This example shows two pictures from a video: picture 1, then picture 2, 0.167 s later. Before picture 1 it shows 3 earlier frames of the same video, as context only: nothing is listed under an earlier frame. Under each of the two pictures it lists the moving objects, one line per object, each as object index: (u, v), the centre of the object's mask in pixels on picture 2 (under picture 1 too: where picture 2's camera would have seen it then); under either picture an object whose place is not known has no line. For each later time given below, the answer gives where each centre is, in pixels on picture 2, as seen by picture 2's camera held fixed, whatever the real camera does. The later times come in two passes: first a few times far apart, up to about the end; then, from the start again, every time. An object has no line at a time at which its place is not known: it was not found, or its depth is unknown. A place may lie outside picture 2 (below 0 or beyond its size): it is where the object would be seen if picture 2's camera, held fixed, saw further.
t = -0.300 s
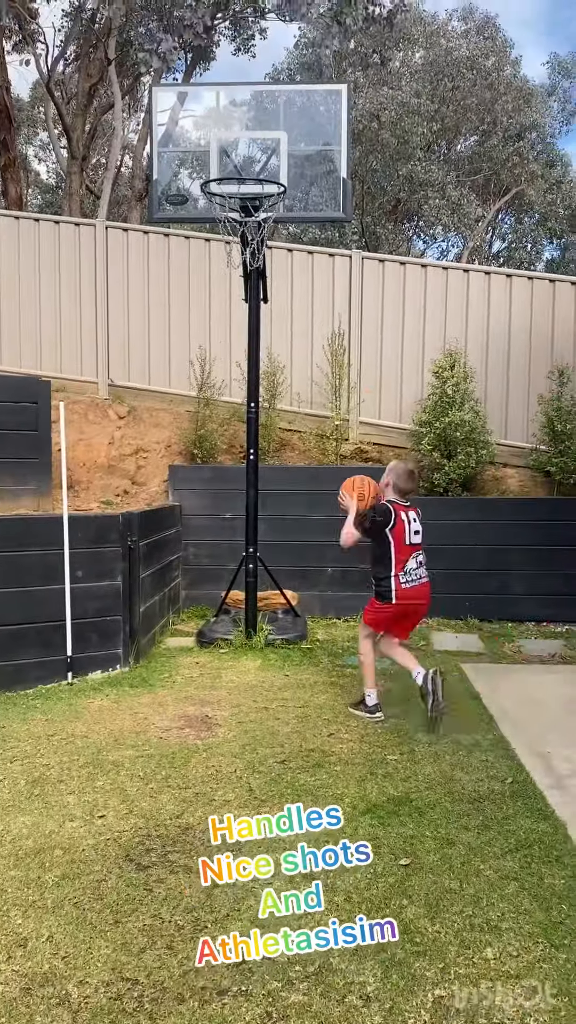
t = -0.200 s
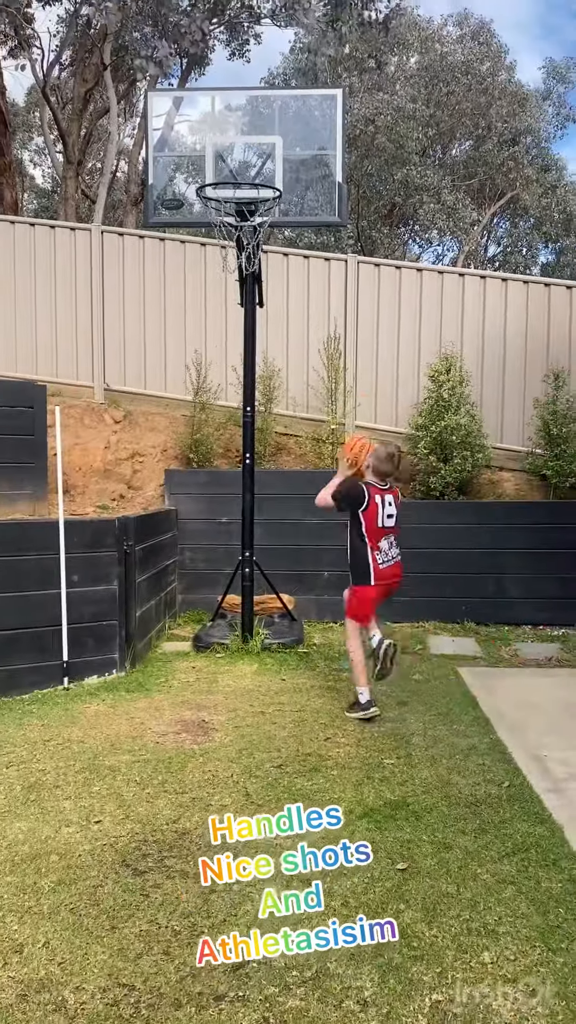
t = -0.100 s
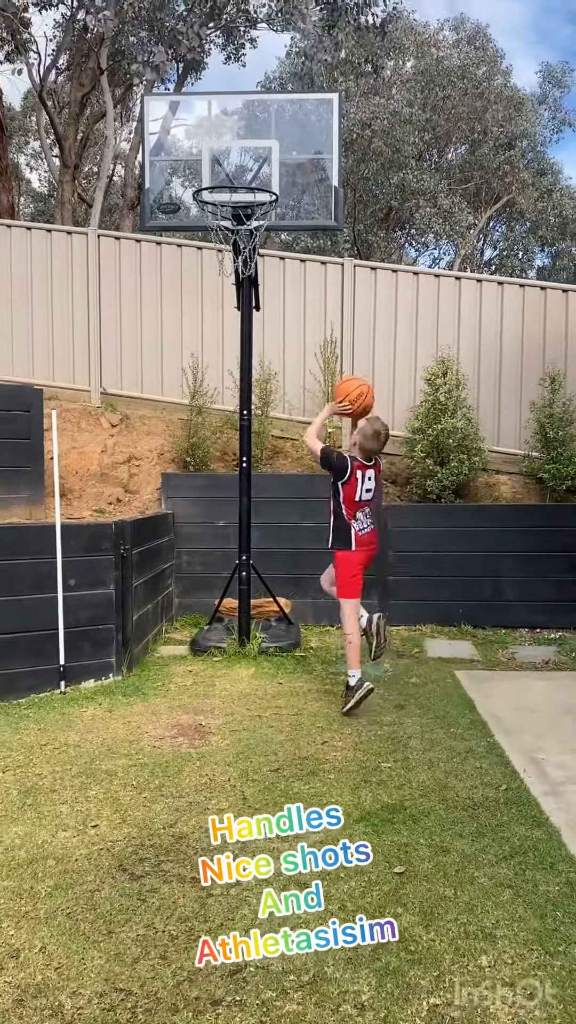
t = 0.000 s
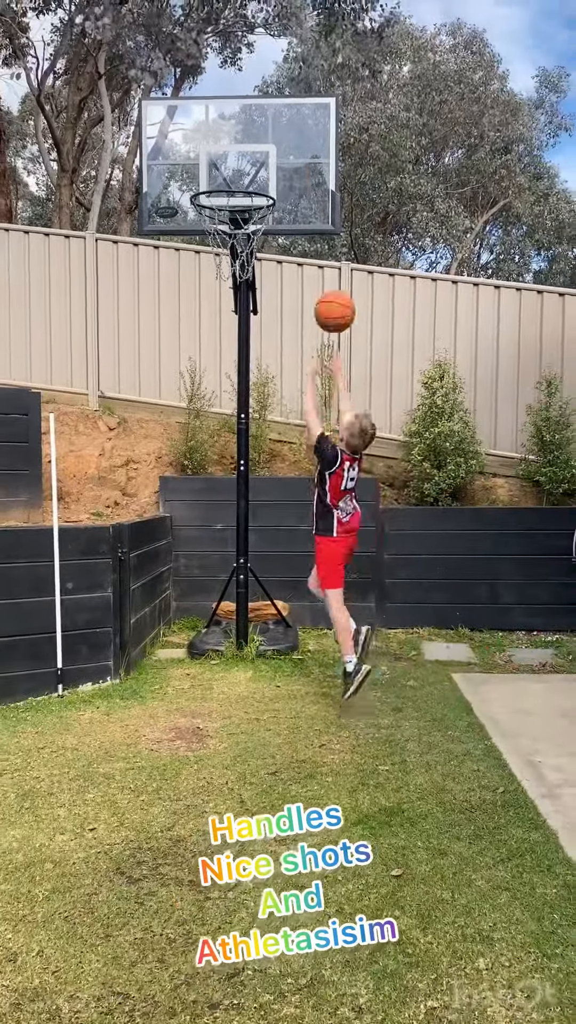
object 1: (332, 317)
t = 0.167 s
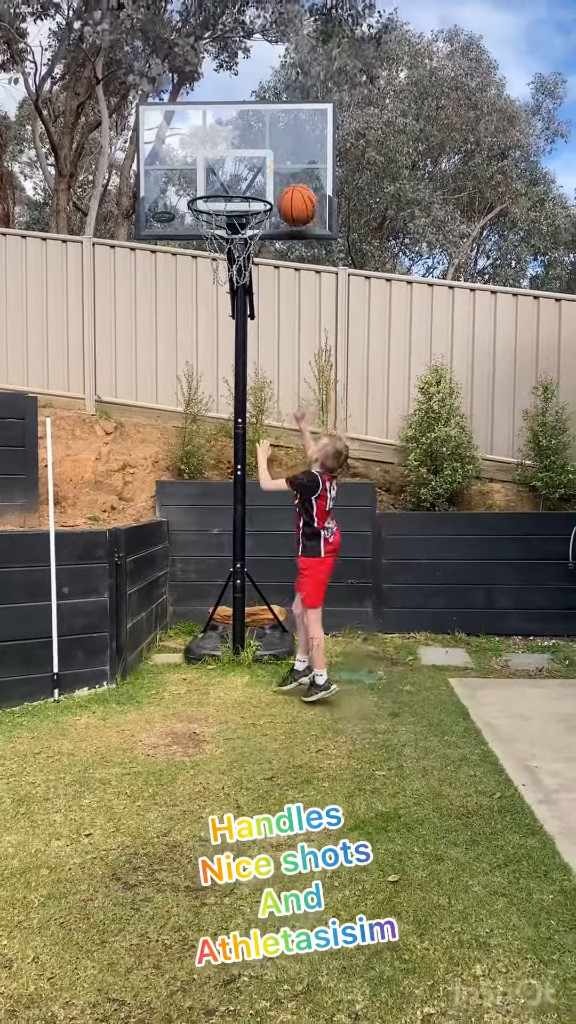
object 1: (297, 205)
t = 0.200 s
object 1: (291, 190)
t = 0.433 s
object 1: (256, 150)
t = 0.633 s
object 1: (231, 197)
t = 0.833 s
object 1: (227, 264)
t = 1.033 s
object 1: (230, 372)
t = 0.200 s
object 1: (291, 190)
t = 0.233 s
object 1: (284, 177)
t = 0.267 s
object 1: (277, 165)
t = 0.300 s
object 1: (272, 157)
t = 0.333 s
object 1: (268, 154)
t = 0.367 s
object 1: (264, 150)
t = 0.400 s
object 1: (260, 149)
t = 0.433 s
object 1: (256, 150)
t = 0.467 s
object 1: (252, 152)
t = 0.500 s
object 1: (248, 157)
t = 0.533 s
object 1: (244, 164)
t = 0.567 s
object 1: (240, 173)
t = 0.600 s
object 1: (236, 182)
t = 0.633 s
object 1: (231, 197)
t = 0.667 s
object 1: (228, 214)
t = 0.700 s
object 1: (226, 226)
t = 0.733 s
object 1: (226, 237)
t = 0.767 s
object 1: (226, 243)
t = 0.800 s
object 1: (227, 254)
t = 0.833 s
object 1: (227, 264)
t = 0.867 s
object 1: (228, 278)
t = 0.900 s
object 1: (228, 293)
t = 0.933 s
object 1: (228, 310)
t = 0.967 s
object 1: (229, 330)
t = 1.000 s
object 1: (230, 350)
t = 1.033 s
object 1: (230, 372)
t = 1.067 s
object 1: (230, 397)
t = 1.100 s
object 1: (232, 423)
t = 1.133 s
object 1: (231, 451)
